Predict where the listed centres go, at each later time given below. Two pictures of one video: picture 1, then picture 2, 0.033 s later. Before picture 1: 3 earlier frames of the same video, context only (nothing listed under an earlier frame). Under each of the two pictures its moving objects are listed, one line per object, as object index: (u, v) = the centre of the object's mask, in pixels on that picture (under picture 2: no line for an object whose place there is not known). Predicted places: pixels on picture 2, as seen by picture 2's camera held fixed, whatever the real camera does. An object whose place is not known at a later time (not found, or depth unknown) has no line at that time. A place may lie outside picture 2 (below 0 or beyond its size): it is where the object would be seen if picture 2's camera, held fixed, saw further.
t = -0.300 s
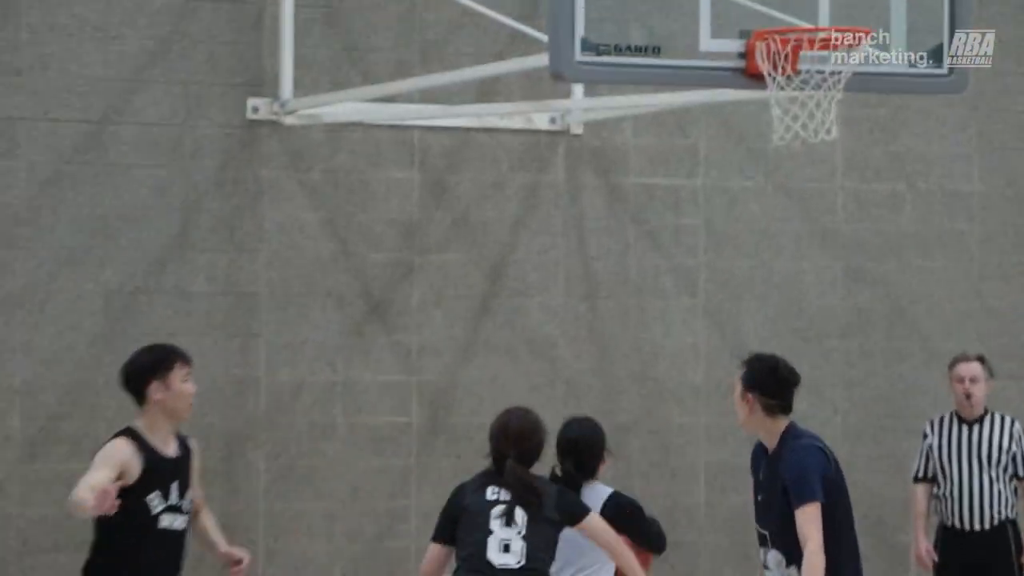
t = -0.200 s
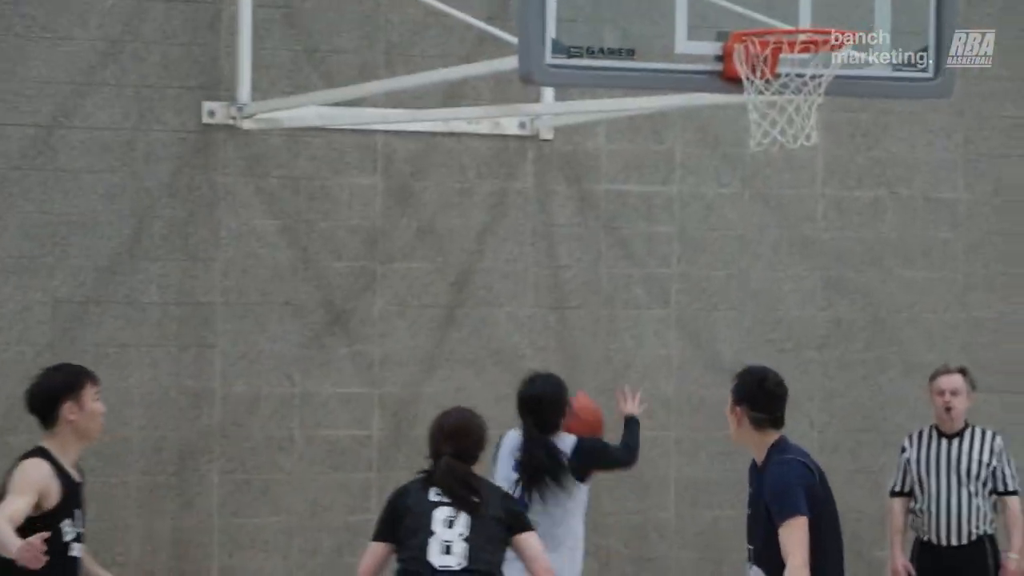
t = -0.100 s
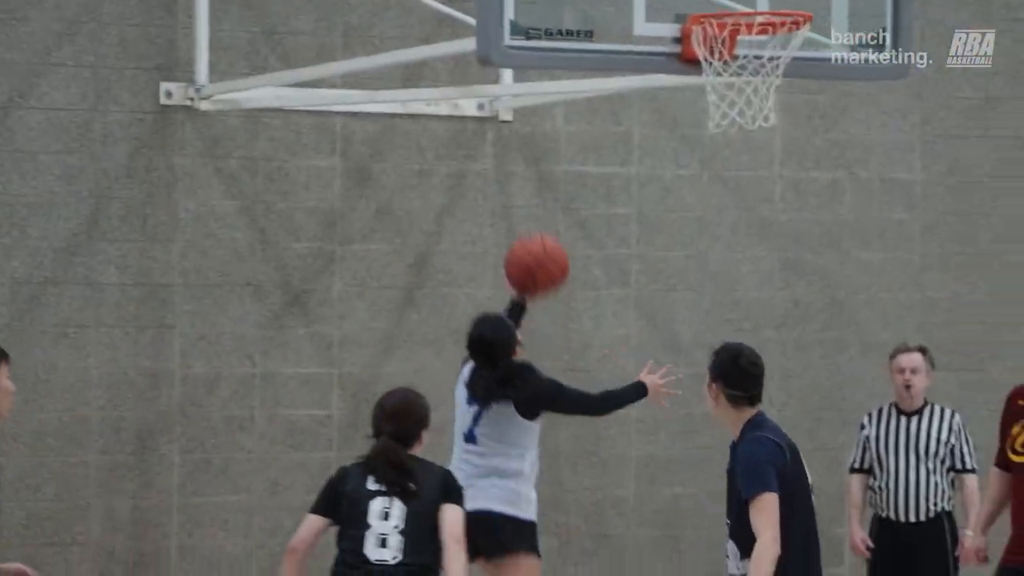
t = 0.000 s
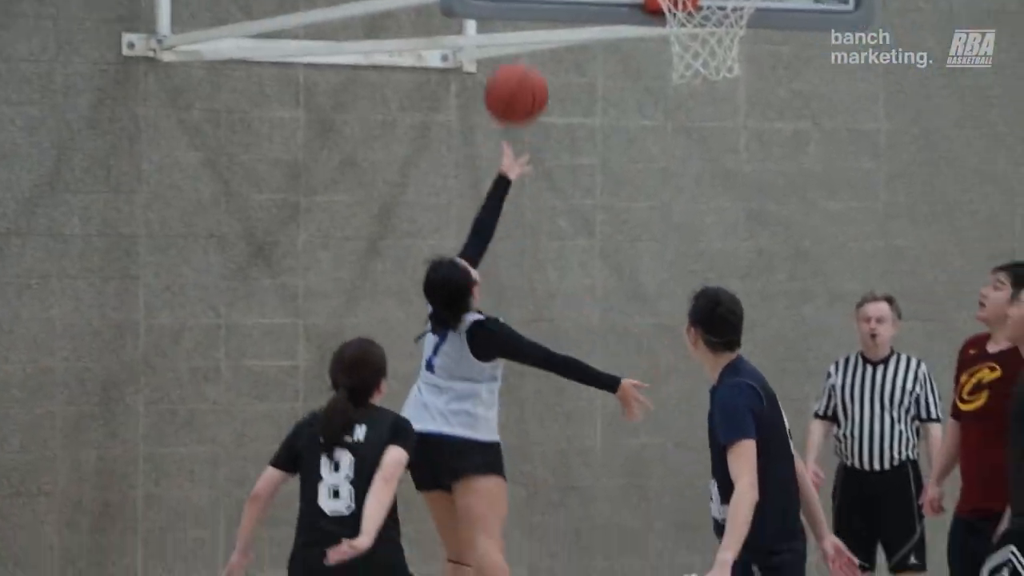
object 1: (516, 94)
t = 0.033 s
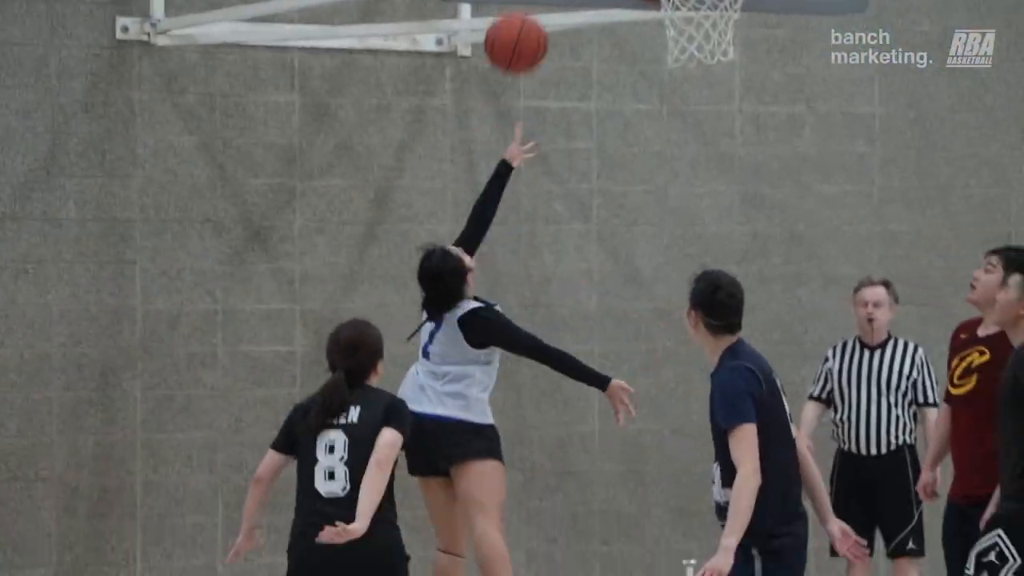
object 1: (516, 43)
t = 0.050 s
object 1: (519, 29)
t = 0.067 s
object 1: (521, 24)
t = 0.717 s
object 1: (695, -106)
